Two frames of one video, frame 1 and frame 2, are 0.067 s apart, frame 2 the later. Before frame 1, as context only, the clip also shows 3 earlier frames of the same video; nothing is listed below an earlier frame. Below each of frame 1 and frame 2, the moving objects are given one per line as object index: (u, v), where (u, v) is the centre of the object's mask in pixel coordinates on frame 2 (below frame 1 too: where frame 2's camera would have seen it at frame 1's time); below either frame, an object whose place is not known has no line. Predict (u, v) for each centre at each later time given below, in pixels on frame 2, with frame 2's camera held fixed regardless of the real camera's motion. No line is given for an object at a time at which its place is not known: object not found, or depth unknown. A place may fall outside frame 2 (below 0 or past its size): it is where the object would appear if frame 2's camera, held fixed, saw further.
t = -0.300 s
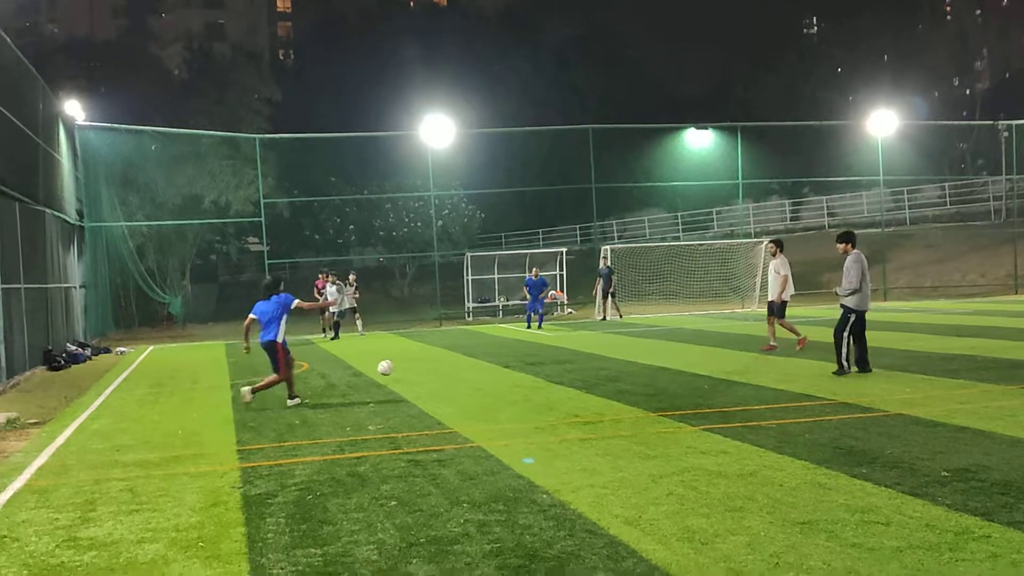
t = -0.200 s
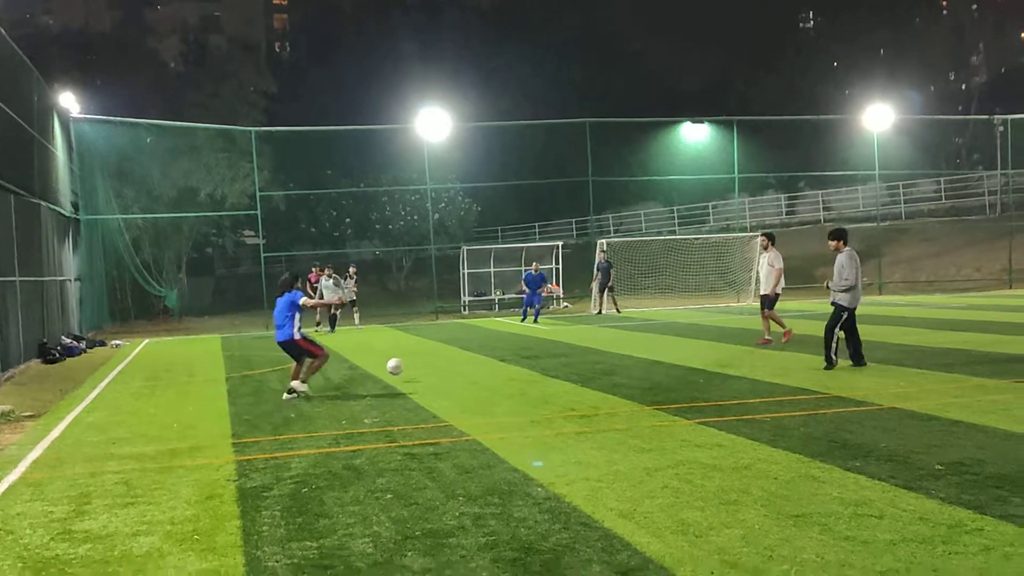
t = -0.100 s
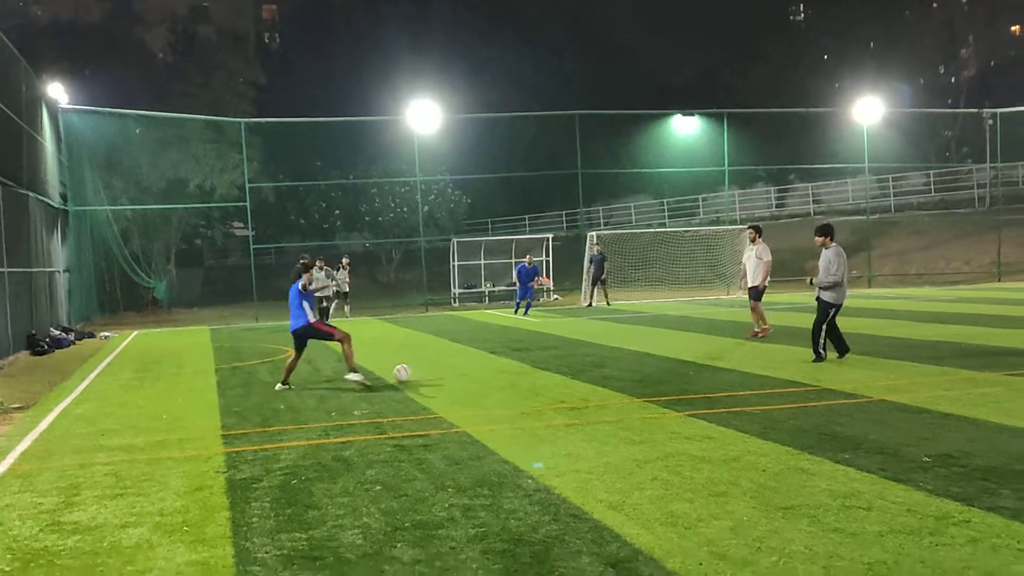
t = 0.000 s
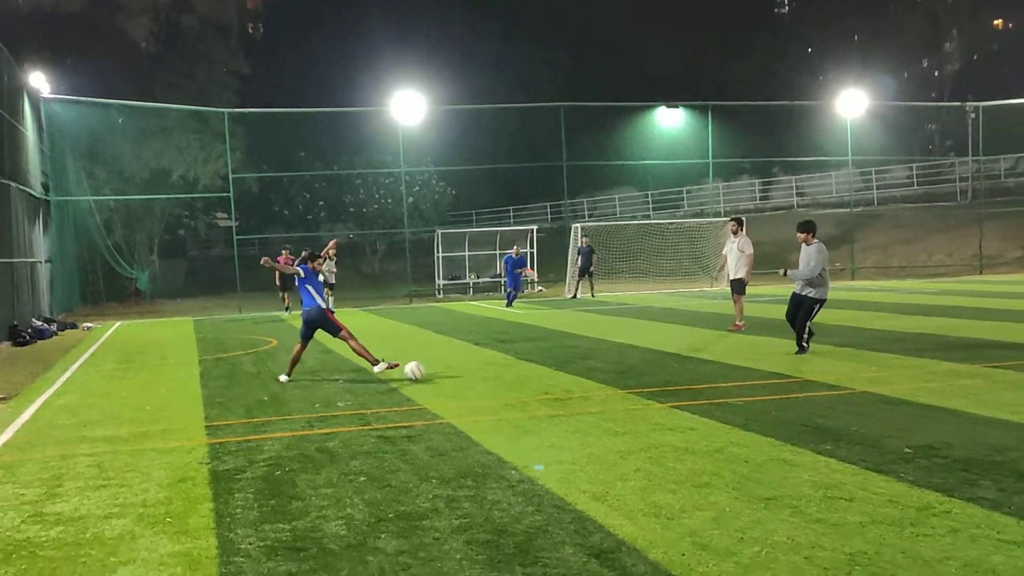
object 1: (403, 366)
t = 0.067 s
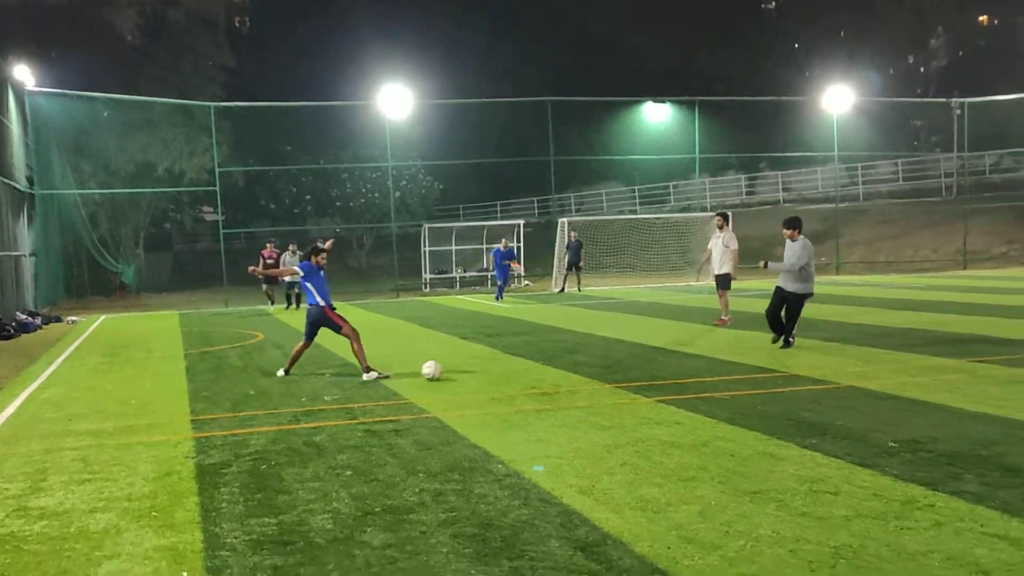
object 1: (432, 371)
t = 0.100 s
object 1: (445, 372)
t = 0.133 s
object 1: (458, 372)
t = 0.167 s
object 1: (471, 373)
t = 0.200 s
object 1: (485, 374)
